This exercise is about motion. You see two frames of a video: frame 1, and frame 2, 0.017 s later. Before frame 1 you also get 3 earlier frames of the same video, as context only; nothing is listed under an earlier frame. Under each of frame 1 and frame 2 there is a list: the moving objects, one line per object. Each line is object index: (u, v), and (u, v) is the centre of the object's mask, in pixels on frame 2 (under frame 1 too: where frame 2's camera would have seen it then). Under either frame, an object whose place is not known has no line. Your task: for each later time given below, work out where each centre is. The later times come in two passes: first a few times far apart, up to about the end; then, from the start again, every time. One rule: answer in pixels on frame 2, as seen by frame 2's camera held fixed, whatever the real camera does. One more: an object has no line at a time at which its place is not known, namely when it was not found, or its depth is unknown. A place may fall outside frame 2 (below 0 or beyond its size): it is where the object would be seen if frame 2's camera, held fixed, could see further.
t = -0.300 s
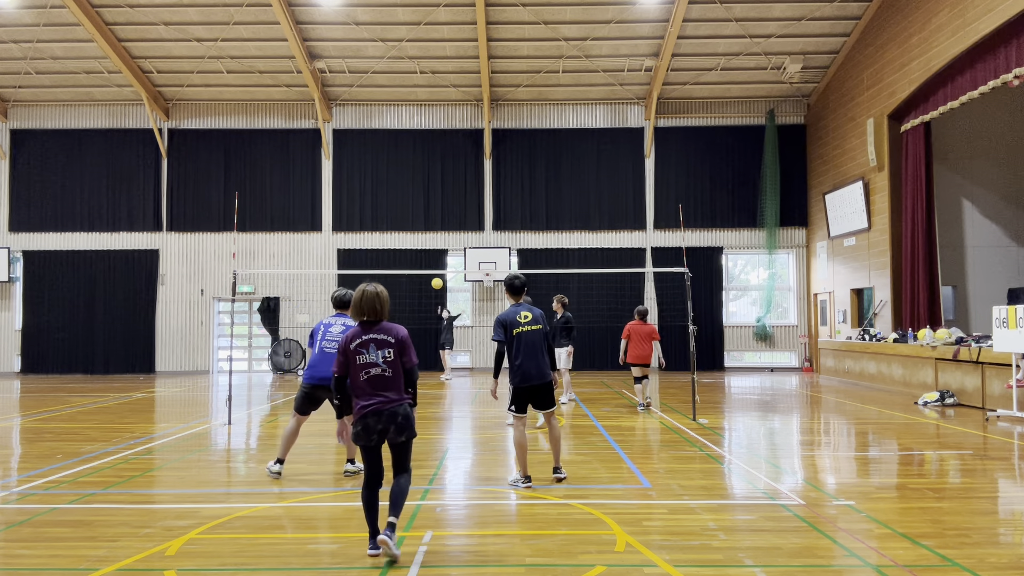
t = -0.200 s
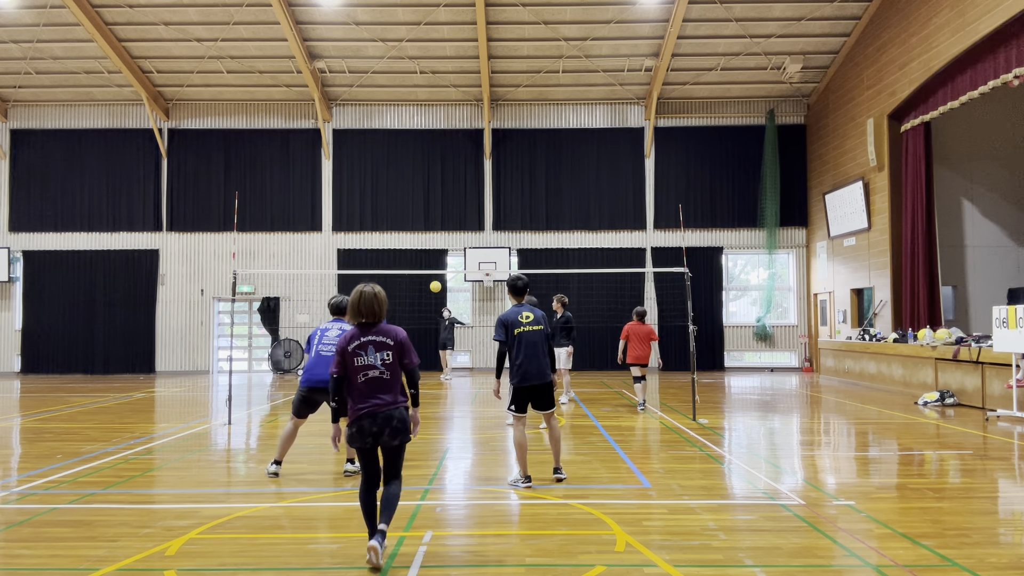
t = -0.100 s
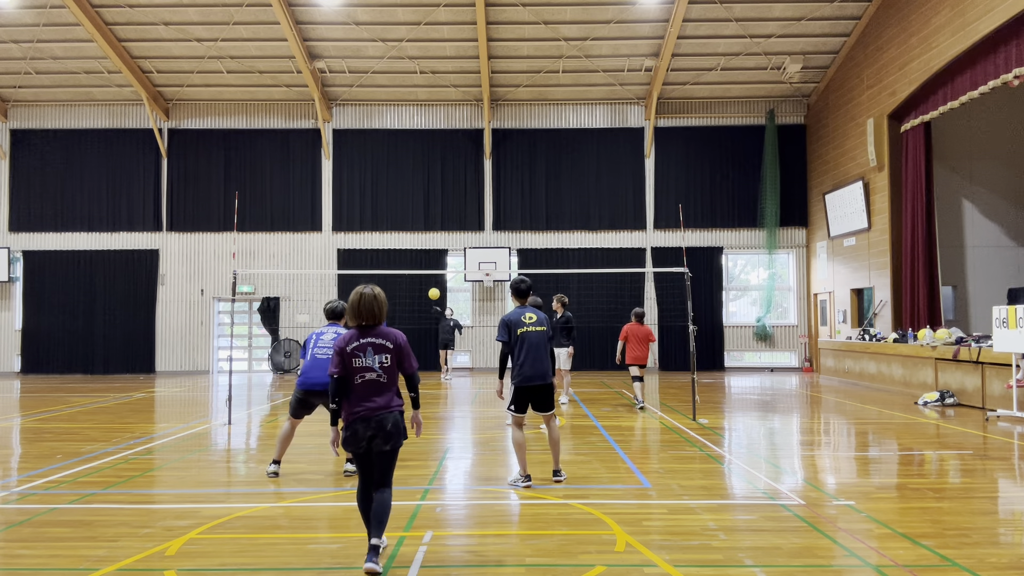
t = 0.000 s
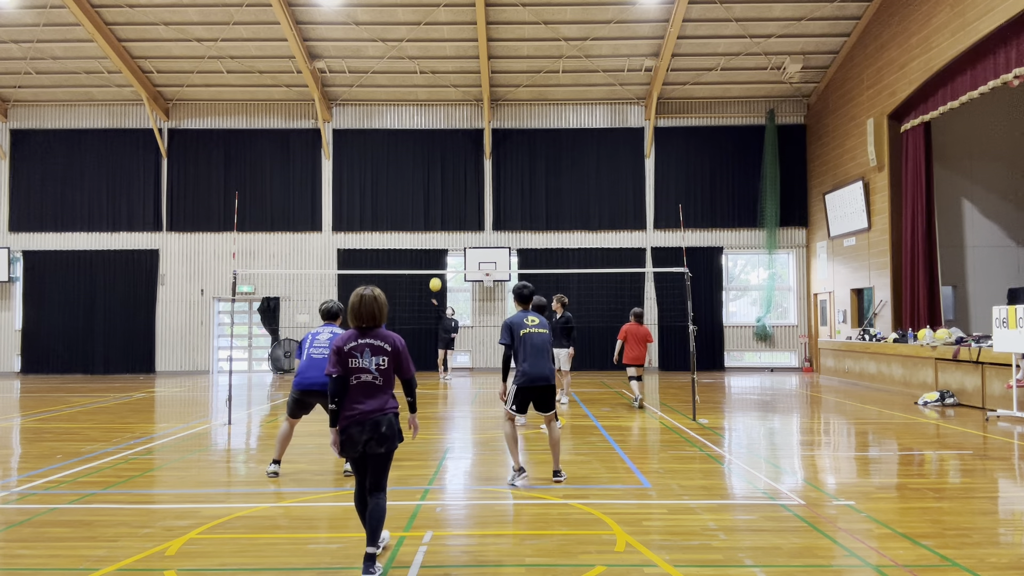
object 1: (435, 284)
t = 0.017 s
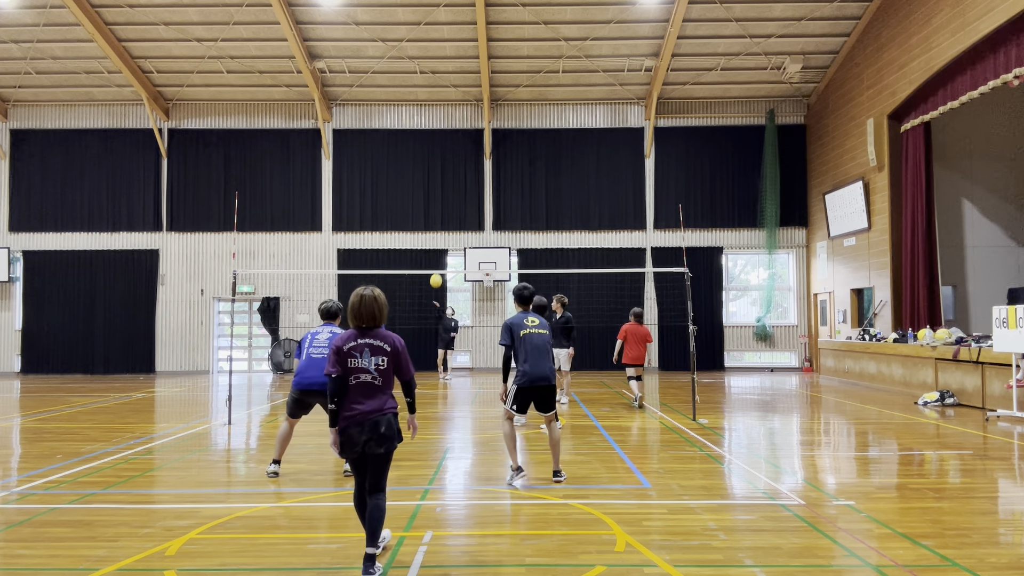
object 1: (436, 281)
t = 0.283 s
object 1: (449, 226)
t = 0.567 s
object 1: (479, 186)
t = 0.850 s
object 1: (536, 179)
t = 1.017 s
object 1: (588, 209)
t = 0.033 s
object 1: (437, 278)
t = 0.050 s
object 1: (437, 273)
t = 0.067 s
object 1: (438, 269)
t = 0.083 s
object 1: (438, 264)
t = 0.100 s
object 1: (439, 262)
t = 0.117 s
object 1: (440, 258)
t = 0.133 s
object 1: (440, 255)
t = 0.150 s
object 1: (441, 252)
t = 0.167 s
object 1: (441, 249)
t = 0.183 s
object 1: (442, 245)
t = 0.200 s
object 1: (443, 241)
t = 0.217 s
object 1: (444, 238)
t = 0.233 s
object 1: (445, 234)
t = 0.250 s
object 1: (446, 231)
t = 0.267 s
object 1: (448, 228)
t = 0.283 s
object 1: (449, 226)
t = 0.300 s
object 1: (450, 223)
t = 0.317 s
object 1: (452, 220)
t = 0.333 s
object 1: (453, 217)
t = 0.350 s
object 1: (455, 214)
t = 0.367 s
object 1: (456, 211)
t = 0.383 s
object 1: (458, 208)
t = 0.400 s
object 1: (459, 206)
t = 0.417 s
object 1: (461, 203)
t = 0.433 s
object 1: (463, 200)
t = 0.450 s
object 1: (465, 198)
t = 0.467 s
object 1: (467, 196)
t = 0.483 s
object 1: (469, 194)
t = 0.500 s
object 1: (471, 192)
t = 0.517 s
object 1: (473, 190)
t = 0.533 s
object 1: (475, 189)
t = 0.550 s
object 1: (477, 187)
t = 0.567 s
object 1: (479, 186)
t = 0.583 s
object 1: (482, 184)
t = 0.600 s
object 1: (485, 182)
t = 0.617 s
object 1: (488, 181)
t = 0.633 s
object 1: (490, 180)
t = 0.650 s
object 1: (493, 179)
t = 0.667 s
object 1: (497, 178)
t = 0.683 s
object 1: (500, 177)
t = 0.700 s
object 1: (503, 176)
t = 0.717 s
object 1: (506, 176)
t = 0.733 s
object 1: (509, 175)
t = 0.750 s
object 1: (513, 175)
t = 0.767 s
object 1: (516, 175)
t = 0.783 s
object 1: (520, 175)
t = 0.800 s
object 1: (524, 176)
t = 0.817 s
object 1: (528, 177)
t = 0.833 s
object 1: (532, 178)
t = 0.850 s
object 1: (536, 179)
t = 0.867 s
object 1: (540, 181)
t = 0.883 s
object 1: (544, 183)
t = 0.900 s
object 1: (549, 185)
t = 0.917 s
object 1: (554, 187)
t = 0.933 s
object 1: (559, 190)
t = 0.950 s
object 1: (564, 193)
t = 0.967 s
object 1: (570, 196)
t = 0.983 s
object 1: (575, 200)
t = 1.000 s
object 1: (581, 204)
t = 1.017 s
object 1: (588, 209)
